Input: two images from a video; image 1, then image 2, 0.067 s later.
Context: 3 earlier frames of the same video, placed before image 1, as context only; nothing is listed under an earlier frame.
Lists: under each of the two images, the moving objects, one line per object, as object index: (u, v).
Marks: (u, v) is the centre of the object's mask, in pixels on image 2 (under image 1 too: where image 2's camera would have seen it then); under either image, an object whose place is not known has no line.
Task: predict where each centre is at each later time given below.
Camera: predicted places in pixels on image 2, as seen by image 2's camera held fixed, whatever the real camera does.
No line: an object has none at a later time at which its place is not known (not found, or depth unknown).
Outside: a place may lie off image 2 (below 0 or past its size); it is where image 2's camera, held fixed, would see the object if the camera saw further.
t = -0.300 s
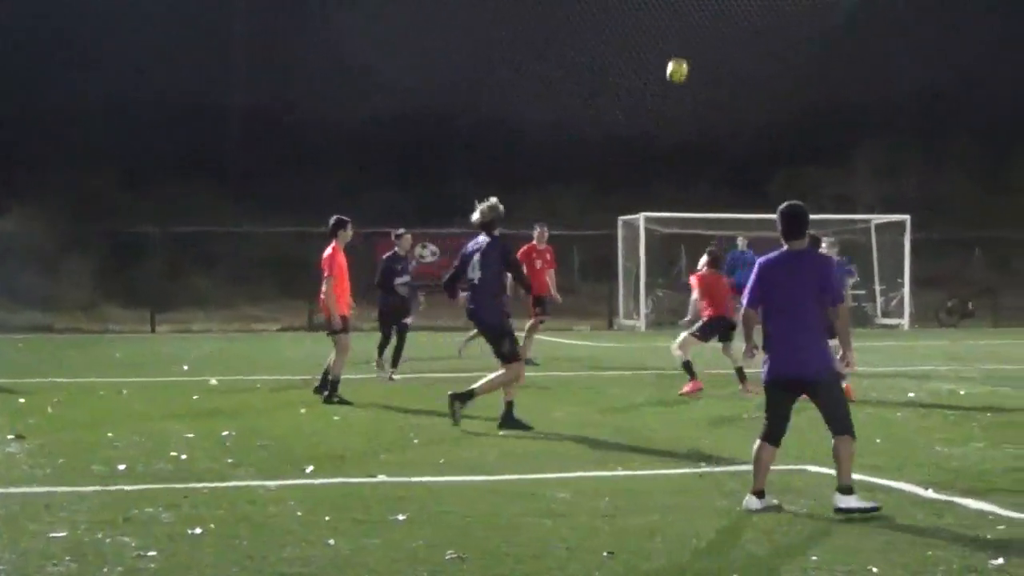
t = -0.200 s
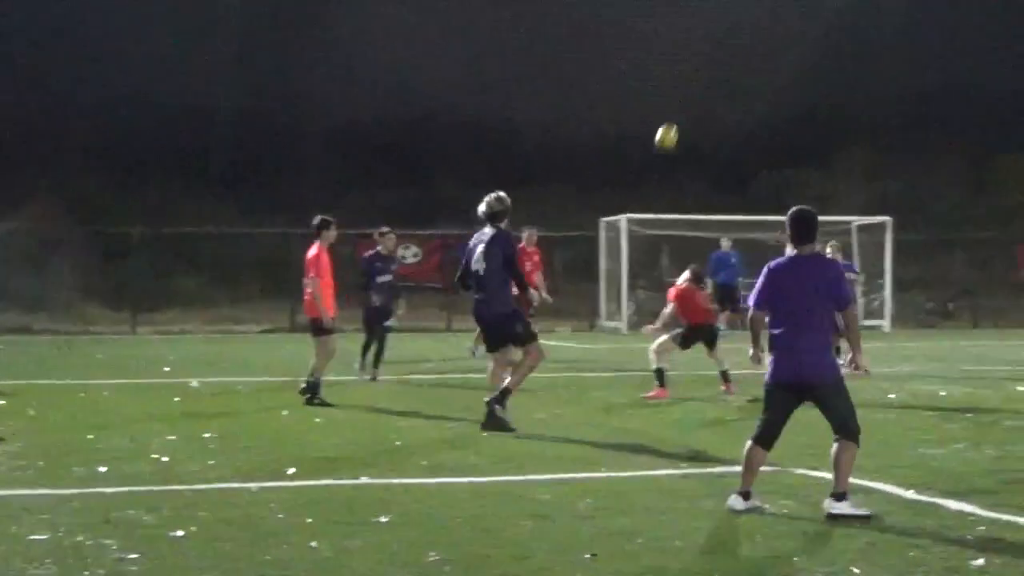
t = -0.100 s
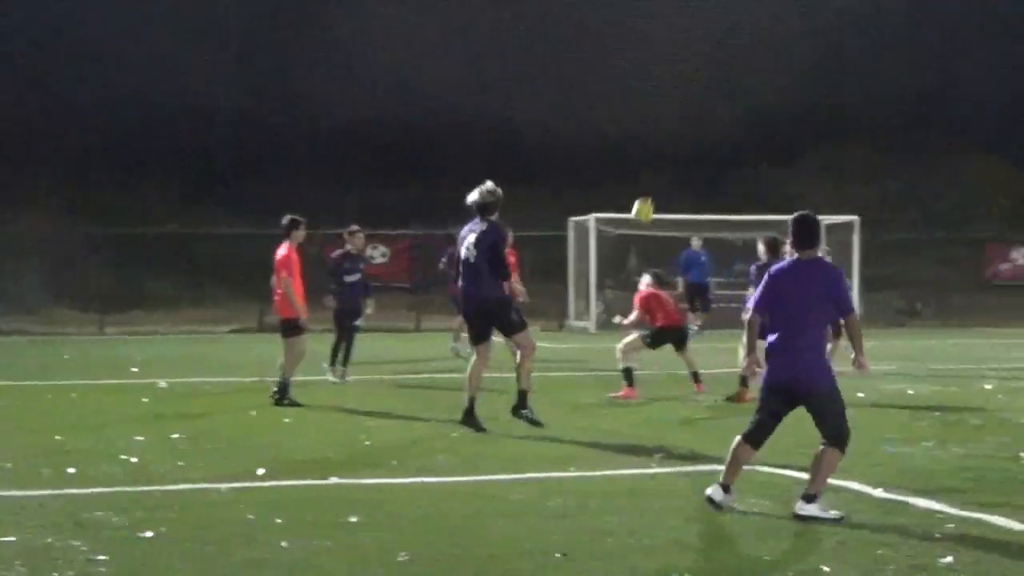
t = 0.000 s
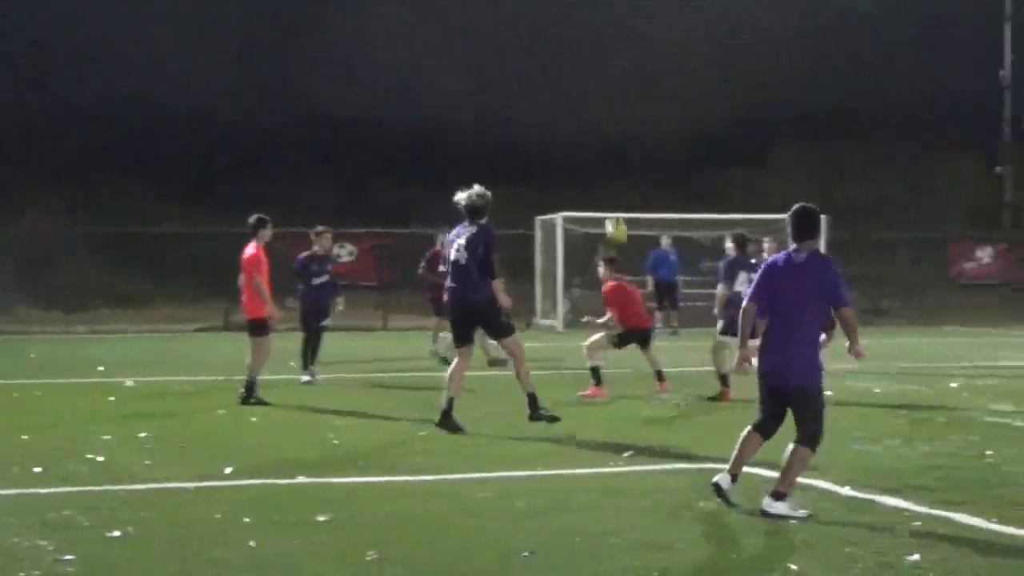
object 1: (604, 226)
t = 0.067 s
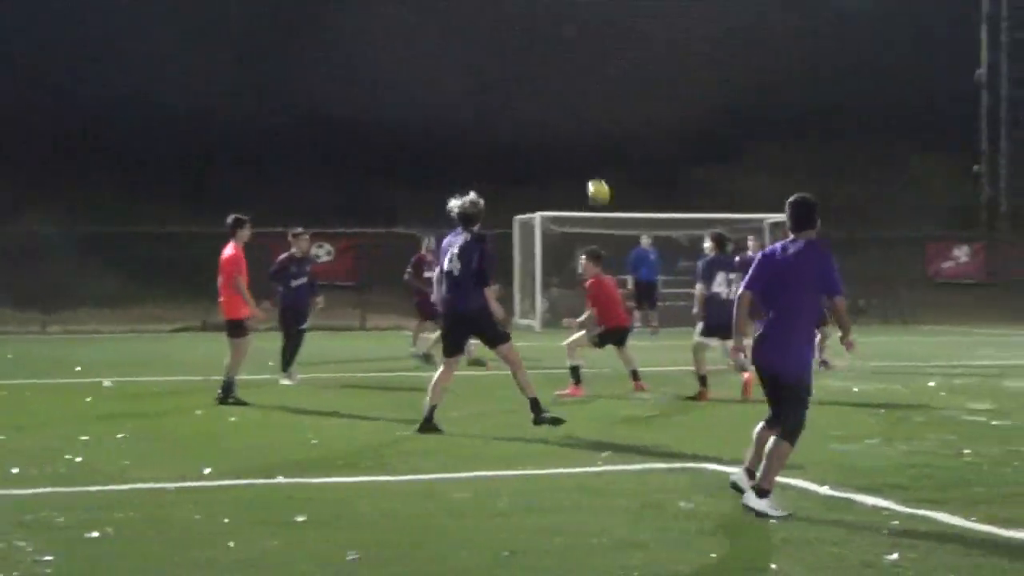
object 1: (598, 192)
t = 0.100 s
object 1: (595, 171)
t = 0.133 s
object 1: (591, 156)
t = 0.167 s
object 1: (586, 141)
